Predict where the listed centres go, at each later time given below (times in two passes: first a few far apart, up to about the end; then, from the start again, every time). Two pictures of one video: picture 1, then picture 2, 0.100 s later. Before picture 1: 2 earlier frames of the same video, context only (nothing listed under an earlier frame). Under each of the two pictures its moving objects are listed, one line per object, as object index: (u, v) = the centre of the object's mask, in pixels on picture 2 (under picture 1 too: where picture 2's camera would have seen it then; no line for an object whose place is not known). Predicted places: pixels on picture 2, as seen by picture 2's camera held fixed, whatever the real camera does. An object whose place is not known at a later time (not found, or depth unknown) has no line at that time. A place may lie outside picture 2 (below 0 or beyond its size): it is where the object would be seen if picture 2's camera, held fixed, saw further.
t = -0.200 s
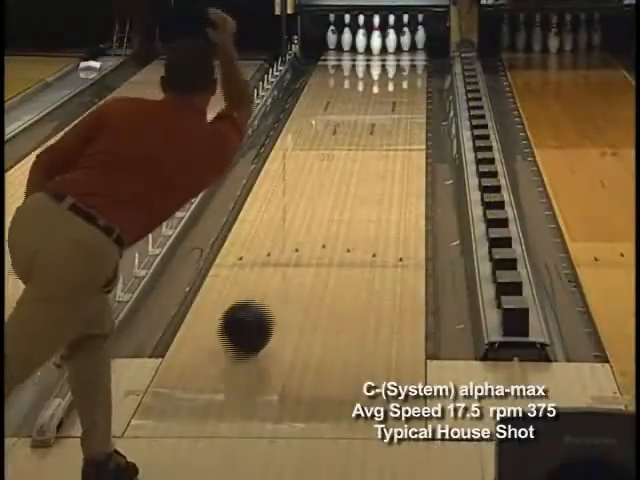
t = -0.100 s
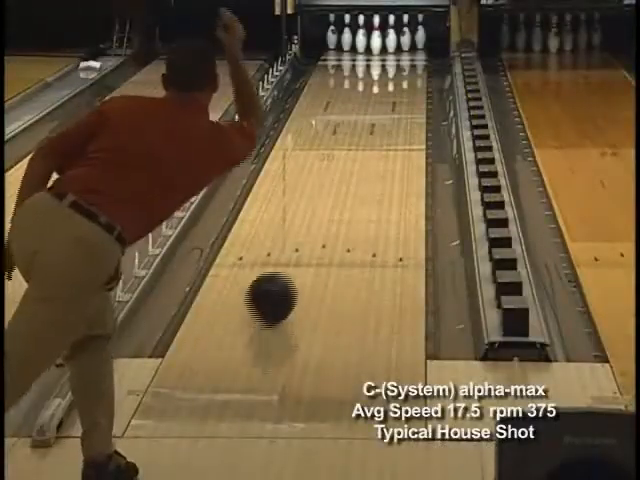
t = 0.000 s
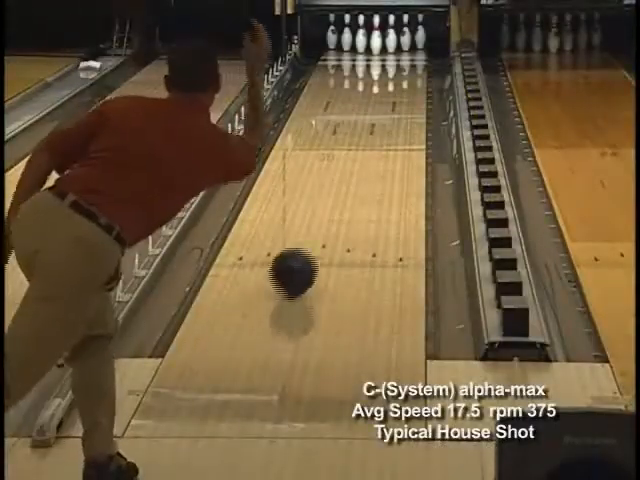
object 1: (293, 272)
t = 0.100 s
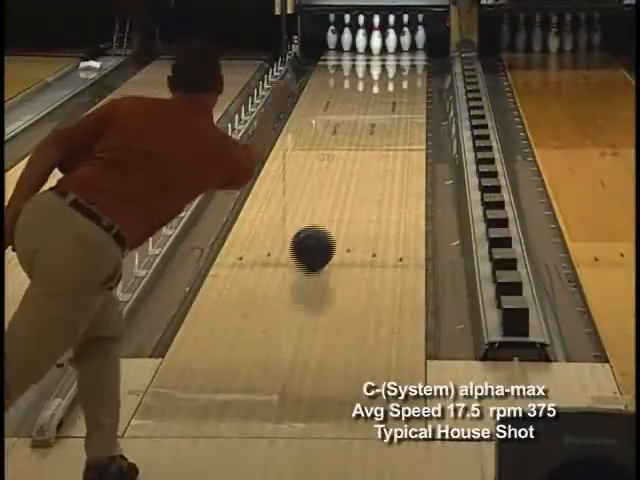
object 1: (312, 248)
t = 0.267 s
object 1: (339, 215)
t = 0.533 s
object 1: (374, 171)
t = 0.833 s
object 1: (401, 134)
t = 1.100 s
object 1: (416, 108)
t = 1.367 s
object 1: (419, 89)
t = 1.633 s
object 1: (411, 71)
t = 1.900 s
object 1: (395, 58)
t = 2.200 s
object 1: (381, 45)
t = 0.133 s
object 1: (318, 241)
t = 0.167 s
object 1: (323, 234)
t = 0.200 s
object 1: (329, 228)
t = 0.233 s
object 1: (334, 221)
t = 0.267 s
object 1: (339, 215)
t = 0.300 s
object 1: (344, 209)
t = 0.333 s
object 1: (349, 203)
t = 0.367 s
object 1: (353, 198)
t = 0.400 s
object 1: (357, 192)
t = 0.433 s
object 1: (362, 187)
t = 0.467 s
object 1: (366, 181)
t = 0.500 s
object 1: (370, 176)
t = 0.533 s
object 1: (374, 171)
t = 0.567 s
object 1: (377, 166)
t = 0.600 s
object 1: (381, 162)
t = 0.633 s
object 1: (384, 158)
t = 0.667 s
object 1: (387, 153)
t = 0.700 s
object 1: (390, 149)
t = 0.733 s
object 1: (394, 145)
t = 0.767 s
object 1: (396, 141)
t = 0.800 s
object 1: (399, 137)
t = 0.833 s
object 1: (401, 134)
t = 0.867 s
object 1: (404, 130)
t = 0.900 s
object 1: (407, 127)
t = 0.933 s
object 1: (408, 123)
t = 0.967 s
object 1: (410, 120)
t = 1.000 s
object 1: (411, 117)
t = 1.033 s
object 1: (413, 114)
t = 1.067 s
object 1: (415, 111)
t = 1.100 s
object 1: (416, 108)
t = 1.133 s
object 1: (417, 105)
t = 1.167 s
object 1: (418, 102)
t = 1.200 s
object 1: (418, 100)
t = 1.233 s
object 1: (418, 98)
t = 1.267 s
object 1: (419, 94)
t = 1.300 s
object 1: (419, 91)
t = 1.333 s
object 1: (419, 90)
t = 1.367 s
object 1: (419, 89)
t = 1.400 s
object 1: (418, 86)
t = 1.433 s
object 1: (416, 83)
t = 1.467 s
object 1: (417, 80)
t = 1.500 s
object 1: (415, 78)
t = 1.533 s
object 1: (414, 77)
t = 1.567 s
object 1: (413, 74)
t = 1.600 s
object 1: (412, 72)
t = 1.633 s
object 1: (411, 71)
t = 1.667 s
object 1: (408, 69)
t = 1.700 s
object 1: (407, 67)
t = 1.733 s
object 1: (405, 66)
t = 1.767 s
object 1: (404, 65)
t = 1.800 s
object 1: (402, 63)
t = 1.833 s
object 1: (399, 61)
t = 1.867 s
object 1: (397, 59)
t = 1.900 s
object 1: (395, 58)
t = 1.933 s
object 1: (394, 55)
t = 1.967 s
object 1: (392, 55)
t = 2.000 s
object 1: (391, 53)
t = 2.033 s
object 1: (389, 51)
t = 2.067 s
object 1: (387, 50)
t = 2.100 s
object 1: (386, 49)
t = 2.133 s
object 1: (384, 47)
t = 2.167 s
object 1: (382, 46)
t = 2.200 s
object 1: (381, 45)
